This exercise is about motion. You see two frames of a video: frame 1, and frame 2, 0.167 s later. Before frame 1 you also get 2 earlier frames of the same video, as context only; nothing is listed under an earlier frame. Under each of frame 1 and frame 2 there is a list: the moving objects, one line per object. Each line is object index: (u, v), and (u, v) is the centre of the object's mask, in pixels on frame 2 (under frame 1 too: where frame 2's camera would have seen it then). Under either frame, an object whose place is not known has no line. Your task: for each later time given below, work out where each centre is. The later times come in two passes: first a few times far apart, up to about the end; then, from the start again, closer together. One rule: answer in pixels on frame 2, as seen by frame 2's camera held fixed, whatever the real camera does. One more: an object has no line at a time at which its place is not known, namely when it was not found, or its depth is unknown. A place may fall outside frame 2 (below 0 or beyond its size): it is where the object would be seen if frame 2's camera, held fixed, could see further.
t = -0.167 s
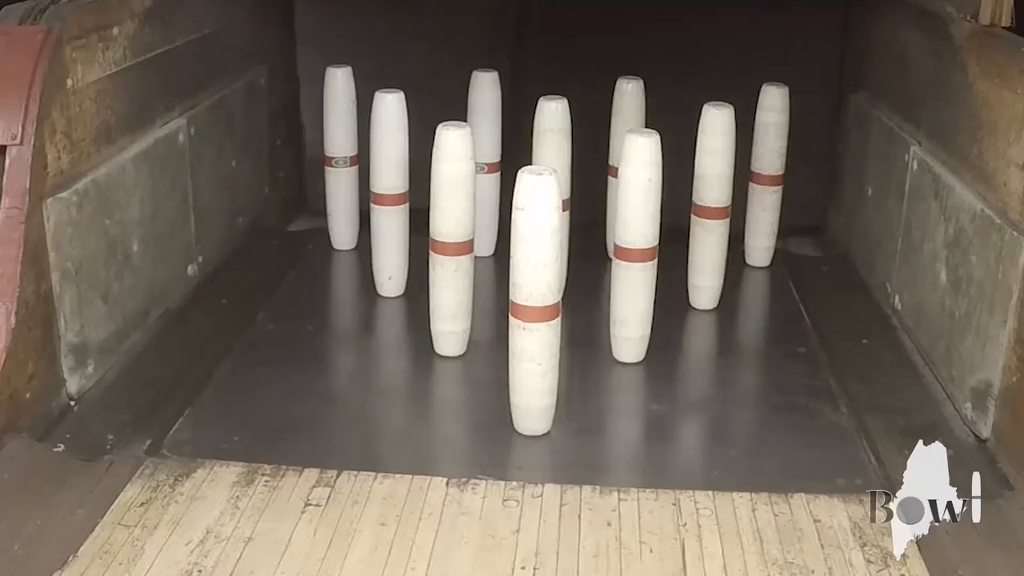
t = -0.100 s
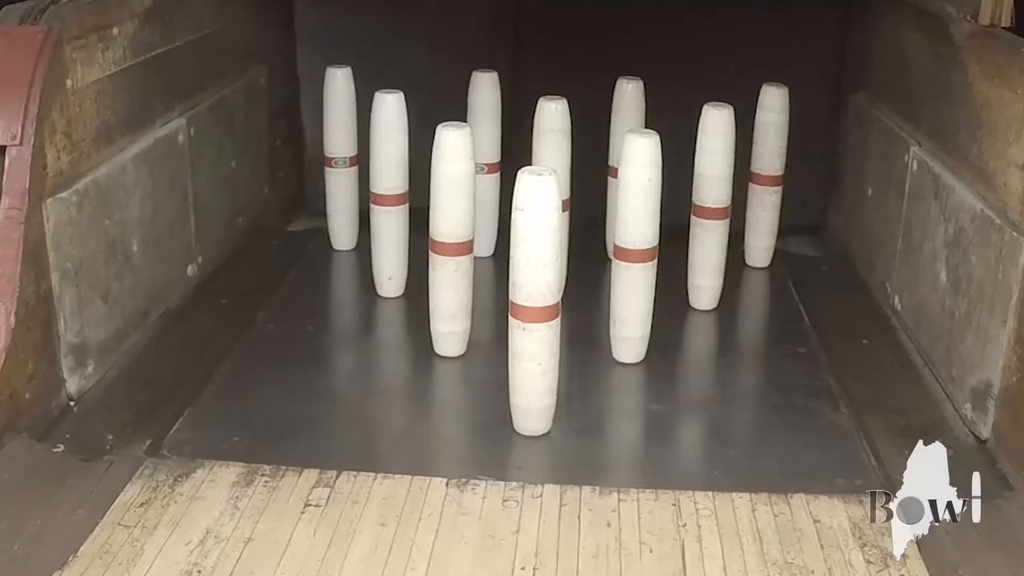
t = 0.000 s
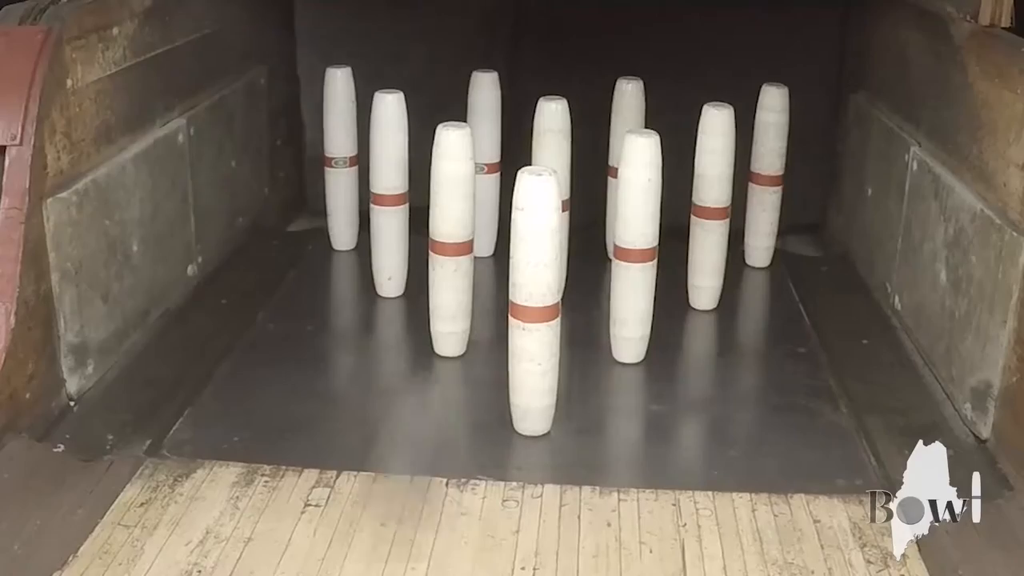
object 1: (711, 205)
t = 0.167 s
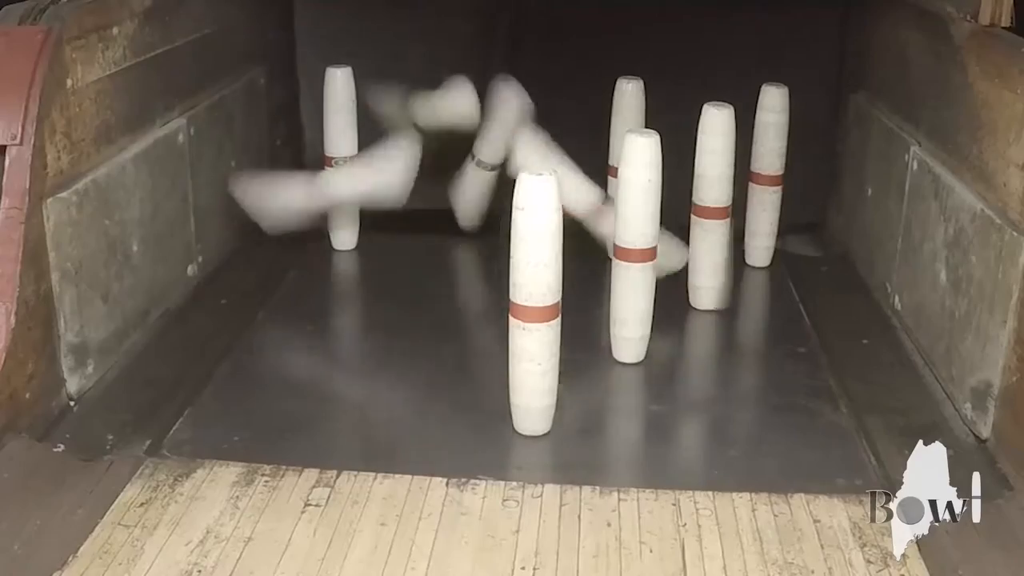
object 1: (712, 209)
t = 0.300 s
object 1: (766, 242)
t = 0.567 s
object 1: (753, 298)
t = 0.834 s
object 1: (719, 311)
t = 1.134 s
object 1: (698, 316)
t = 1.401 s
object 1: (705, 320)
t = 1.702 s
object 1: (702, 318)
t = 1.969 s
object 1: (697, 317)
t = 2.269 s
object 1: (695, 317)
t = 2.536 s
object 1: (696, 317)
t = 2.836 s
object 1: (699, 318)
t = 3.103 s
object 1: (703, 319)
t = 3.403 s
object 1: (705, 320)
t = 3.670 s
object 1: (703, 319)
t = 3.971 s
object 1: (703, 319)
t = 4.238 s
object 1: (704, 319)
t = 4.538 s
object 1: (703, 319)
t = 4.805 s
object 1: (703, 319)
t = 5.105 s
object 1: (704, 319)
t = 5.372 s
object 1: (703, 319)
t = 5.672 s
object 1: (704, 319)
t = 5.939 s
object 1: (703, 319)
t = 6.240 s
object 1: (703, 319)
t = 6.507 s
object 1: (703, 319)
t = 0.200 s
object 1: (719, 205)
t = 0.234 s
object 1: (743, 222)
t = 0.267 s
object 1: (756, 228)
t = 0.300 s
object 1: (766, 242)
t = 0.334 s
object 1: (775, 265)
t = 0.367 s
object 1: (791, 292)
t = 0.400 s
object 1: (800, 296)
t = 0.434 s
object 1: (790, 292)
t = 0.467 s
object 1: (782, 294)
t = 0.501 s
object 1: (774, 299)
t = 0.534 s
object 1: (758, 300)
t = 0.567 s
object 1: (753, 298)
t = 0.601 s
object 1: (746, 299)
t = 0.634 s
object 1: (741, 301)
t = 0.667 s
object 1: (737, 304)
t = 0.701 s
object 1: (733, 307)
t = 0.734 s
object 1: (730, 304)
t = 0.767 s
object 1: (729, 306)
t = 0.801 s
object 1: (725, 312)
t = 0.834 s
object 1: (719, 311)
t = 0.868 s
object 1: (717, 311)
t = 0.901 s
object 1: (713, 313)
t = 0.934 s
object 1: (711, 314)
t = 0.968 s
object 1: (708, 313)
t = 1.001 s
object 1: (704, 316)
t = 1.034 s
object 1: (702, 316)
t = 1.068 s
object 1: (700, 316)
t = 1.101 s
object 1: (698, 316)
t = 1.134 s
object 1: (698, 316)
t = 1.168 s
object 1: (699, 317)
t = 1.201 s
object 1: (700, 318)
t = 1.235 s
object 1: (701, 318)
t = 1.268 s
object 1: (701, 318)
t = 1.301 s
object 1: (702, 319)
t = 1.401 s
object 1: (705, 320)
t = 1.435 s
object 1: (705, 320)
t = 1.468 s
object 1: (706, 319)
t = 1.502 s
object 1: (706, 319)
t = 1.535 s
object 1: (705, 320)
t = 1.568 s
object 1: (705, 319)
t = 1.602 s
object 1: (704, 319)
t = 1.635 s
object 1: (703, 319)
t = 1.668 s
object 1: (703, 319)
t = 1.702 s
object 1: (702, 318)
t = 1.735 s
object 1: (701, 318)
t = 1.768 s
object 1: (701, 318)
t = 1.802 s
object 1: (700, 318)
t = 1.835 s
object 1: (699, 318)
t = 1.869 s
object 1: (699, 318)
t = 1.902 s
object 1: (698, 318)
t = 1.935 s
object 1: (698, 318)
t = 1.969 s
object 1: (697, 317)
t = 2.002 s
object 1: (697, 317)
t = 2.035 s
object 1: (697, 317)
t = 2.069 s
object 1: (696, 317)
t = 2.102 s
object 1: (696, 317)
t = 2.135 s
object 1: (696, 317)
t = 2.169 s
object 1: (696, 317)
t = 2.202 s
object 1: (695, 317)
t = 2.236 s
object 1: (695, 317)
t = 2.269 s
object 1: (695, 317)
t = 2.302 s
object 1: (695, 317)
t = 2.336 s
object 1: (695, 317)
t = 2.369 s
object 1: (696, 317)
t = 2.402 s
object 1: (696, 317)
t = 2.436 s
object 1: (696, 317)
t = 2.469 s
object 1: (696, 317)
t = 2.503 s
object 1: (696, 317)
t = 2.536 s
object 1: (696, 317)
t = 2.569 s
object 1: (696, 317)
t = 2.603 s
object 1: (697, 317)
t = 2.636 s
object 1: (697, 318)
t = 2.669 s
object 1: (697, 318)
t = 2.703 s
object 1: (698, 318)
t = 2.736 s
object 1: (698, 318)
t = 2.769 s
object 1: (698, 318)
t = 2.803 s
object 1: (699, 318)
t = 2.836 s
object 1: (699, 318)
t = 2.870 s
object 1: (699, 318)
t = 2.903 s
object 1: (700, 318)
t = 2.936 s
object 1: (700, 318)
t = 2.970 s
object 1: (701, 318)
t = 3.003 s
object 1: (701, 319)
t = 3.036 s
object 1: (702, 319)
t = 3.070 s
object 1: (702, 319)
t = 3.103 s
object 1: (703, 319)
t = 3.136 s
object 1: (703, 319)
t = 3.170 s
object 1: (704, 319)
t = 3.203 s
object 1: (704, 319)
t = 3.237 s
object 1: (704, 319)
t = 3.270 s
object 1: (705, 319)
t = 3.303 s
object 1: (705, 320)
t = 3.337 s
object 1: (705, 319)
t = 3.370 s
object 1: (705, 319)
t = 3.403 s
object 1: (705, 320)
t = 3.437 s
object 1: (704, 319)
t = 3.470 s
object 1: (705, 319)
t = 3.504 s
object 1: (704, 319)
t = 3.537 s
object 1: (704, 319)
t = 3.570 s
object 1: (704, 319)
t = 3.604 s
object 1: (704, 319)
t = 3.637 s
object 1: (703, 319)
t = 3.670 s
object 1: (703, 319)
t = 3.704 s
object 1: (703, 319)
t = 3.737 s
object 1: (703, 319)
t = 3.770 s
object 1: (703, 319)
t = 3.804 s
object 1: (702, 319)
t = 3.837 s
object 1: (702, 319)
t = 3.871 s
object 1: (703, 319)
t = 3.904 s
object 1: (703, 319)
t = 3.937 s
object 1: (703, 319)
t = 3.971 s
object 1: (703, 319)
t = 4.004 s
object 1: (703, 319)
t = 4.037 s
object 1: (703, 319)
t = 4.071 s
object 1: (703, 319)
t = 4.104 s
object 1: (703, 319)
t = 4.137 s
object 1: (704, 319)
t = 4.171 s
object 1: (704, 319)
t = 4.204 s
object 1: (704, 319)
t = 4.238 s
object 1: (704, 319)
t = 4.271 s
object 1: (704, 319)
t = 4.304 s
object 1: (704, 319)
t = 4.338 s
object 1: (704, 319)
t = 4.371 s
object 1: (704, 319)
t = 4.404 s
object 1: (704, 319)
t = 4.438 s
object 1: (704, 319)
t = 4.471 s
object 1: (703, 319)
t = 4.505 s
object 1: (703, 319)
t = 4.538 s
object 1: (703, 319)
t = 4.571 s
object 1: (703, 319)
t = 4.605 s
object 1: (703, 319)
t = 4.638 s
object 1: (703, 319)
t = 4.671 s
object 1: (703, 319)
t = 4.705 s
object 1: (703, 319)
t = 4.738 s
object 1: (703, 319)
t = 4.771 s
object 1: (703, 319)
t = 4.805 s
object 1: (703, 319)
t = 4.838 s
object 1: (703, 319)
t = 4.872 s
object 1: (703, 319)
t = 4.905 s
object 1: (703, 319)
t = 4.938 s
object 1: (703, 319)
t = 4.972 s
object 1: (704, 319)
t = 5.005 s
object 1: (704, 319)
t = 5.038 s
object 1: (704, 319)
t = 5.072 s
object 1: (704, 319)
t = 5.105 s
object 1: (704, 319)
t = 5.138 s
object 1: (704, 319)
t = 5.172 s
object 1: (703, 319)
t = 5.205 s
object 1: (704, 319)
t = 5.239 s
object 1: (703, 319)
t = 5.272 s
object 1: (703, 319)
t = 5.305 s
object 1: (703, 319)
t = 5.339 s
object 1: (703, 319)
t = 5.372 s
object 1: (703, 319)
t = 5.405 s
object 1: (703, 319)
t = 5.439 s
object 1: (703, 319)
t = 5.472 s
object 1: (703, 319)
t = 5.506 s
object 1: (703, 319)
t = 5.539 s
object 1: (703, 319)
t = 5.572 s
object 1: (703, 319)
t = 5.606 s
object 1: (704, 319)
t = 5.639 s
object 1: (704, 319)
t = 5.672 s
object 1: (704, 319)
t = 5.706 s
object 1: (704, 319)
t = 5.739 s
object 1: (704, 319)
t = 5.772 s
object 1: (703, 319)
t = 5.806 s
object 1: (704, 319)
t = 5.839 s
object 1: (703, 319)
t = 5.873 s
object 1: (703, 319)
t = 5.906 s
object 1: (703, 319)
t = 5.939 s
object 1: (703, 319)
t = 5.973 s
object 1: (703, 319)
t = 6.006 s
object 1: (703, 319)
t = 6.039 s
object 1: (703, 319)
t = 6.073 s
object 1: (703, 319)
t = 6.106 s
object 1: (703, 319)
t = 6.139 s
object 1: (703, 319)
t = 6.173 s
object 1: (703, 319)
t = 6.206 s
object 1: (703, 319)
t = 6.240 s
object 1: (703, 319)
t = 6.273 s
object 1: (703, 319)
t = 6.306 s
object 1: (703, 319)
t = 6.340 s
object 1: (704, 319)
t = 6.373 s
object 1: (703, 319)
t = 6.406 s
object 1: (703, 319)
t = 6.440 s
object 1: (703, 319)
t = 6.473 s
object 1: (703, 319)
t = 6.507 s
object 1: (703, 319)
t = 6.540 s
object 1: (704, 319)
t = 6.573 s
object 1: (703, 319)
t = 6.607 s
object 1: (703, 319)
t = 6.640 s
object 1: (704, 319)
